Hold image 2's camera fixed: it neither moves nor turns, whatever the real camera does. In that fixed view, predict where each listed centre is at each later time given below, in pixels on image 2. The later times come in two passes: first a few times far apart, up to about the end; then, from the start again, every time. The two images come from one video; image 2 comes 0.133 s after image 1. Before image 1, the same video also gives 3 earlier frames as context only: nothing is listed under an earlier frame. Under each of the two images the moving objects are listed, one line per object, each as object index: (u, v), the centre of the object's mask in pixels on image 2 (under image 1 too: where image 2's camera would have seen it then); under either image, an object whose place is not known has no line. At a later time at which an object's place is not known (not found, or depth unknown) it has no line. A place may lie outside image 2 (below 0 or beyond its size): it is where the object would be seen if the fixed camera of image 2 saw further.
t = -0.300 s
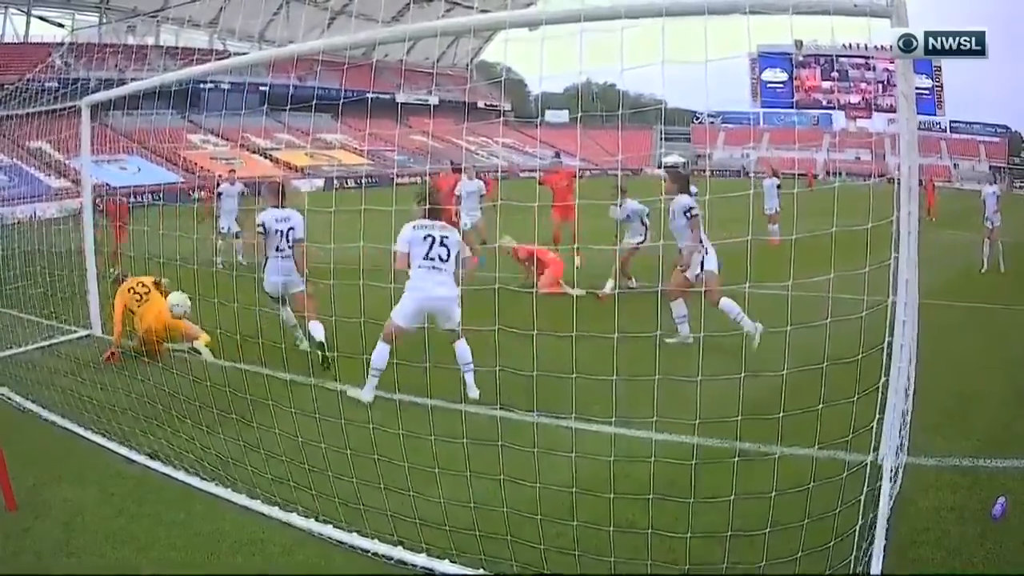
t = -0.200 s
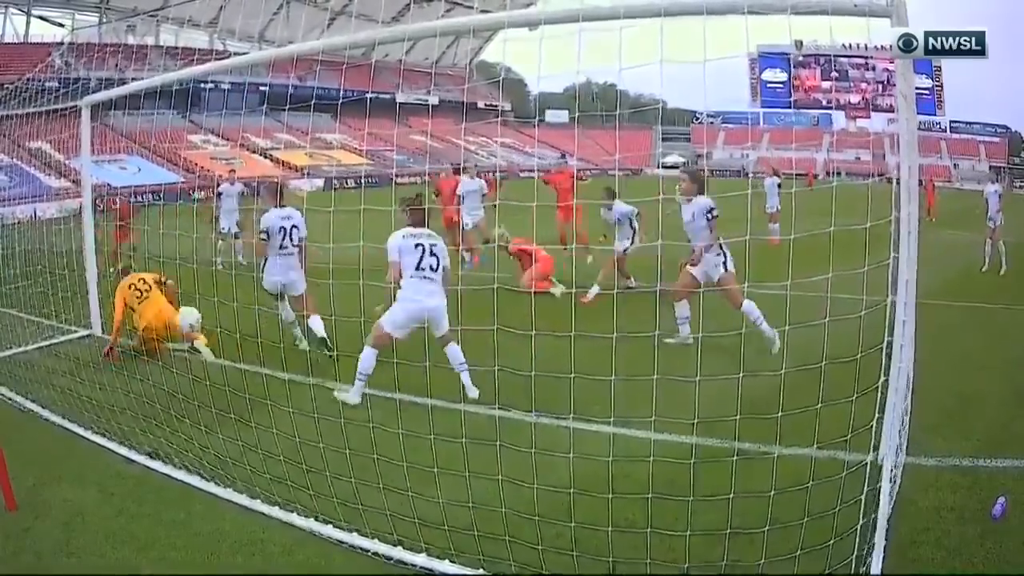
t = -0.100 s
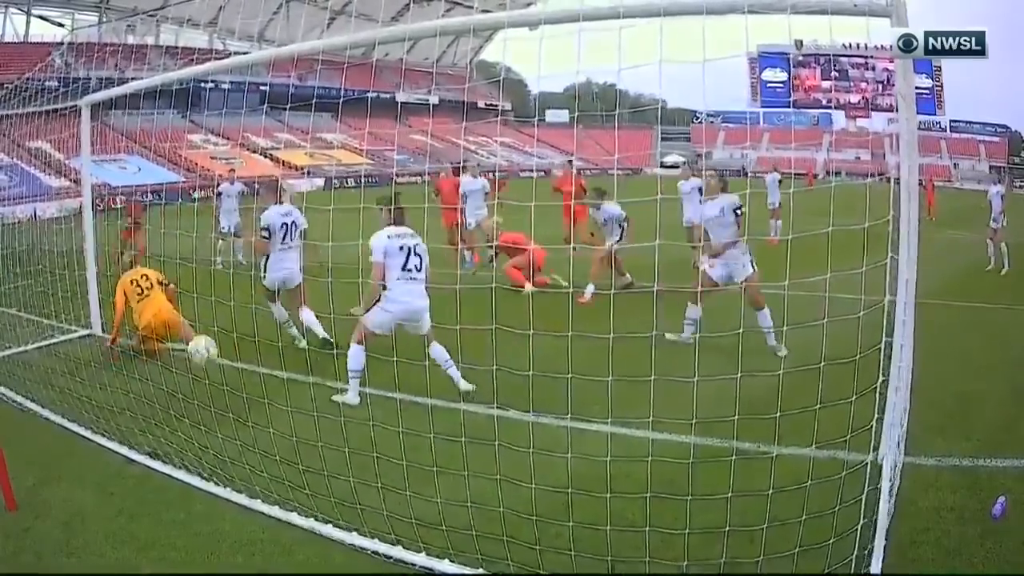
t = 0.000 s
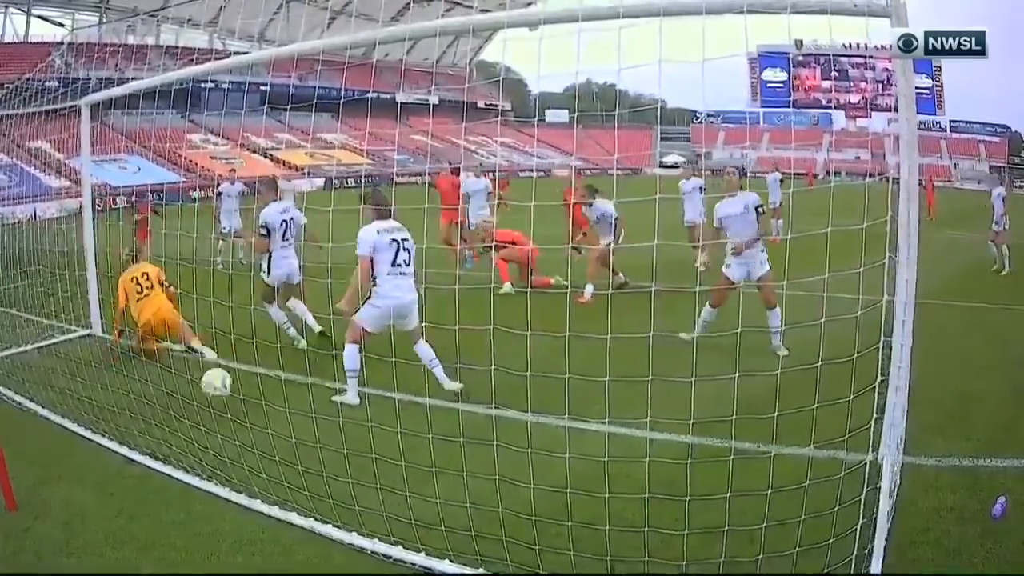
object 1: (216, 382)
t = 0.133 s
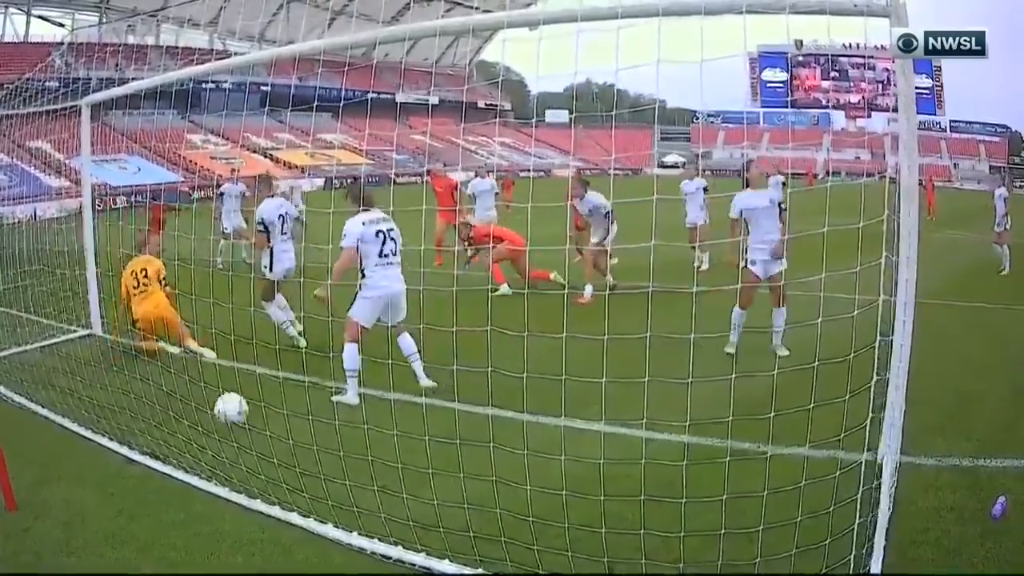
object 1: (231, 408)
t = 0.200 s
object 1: (234, 405)
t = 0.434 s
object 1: (250, 427)
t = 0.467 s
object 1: (253, 431)
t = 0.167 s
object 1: (233, 406)
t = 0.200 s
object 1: (234, 405)
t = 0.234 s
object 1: (236, 405)
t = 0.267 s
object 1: (237, 405)
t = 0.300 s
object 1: (240, 407)
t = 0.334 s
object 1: (242, 409)
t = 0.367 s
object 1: (245, 415)
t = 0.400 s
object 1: (246, 417)
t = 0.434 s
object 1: (250, 427)
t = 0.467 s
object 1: (253, 431)
